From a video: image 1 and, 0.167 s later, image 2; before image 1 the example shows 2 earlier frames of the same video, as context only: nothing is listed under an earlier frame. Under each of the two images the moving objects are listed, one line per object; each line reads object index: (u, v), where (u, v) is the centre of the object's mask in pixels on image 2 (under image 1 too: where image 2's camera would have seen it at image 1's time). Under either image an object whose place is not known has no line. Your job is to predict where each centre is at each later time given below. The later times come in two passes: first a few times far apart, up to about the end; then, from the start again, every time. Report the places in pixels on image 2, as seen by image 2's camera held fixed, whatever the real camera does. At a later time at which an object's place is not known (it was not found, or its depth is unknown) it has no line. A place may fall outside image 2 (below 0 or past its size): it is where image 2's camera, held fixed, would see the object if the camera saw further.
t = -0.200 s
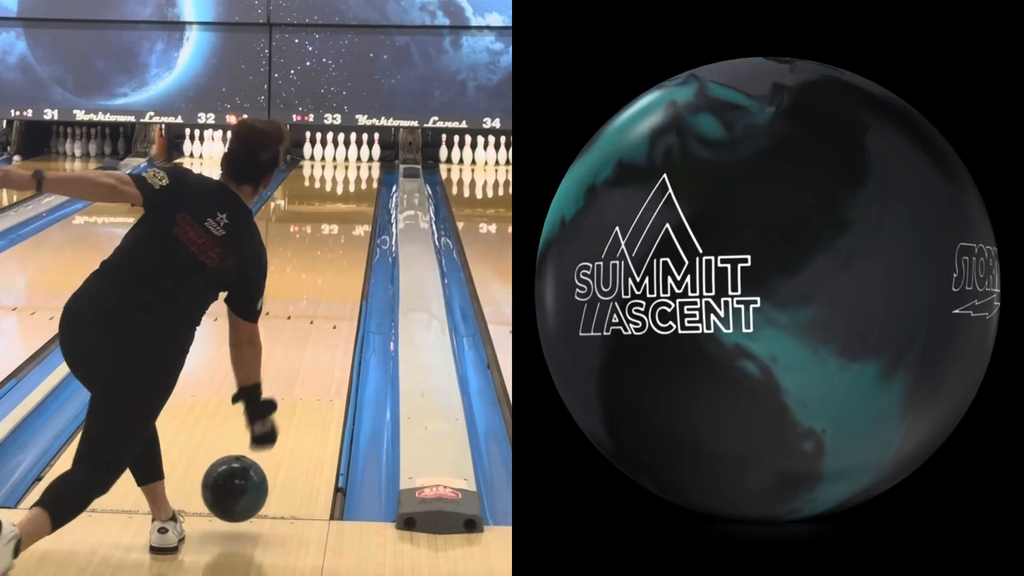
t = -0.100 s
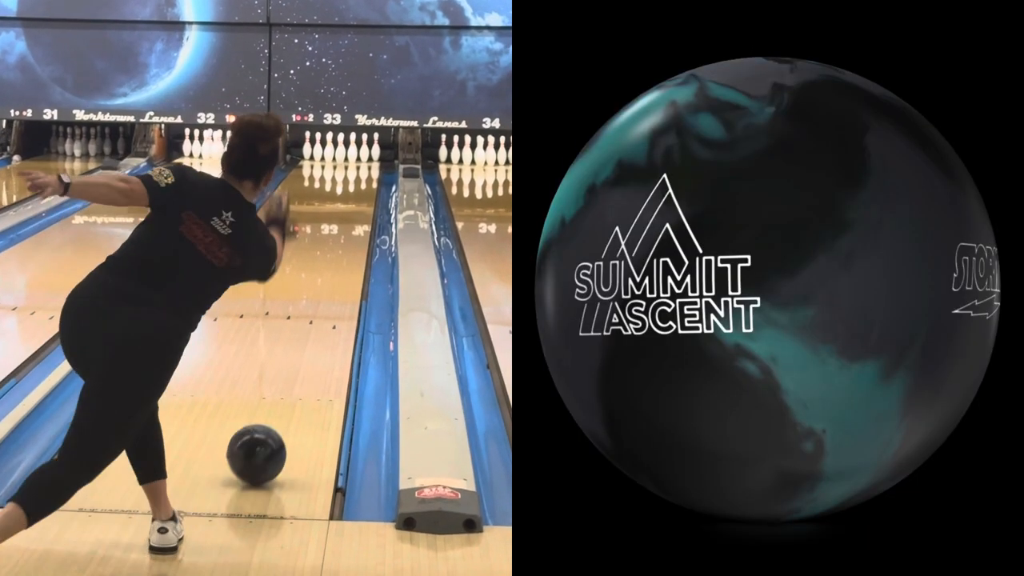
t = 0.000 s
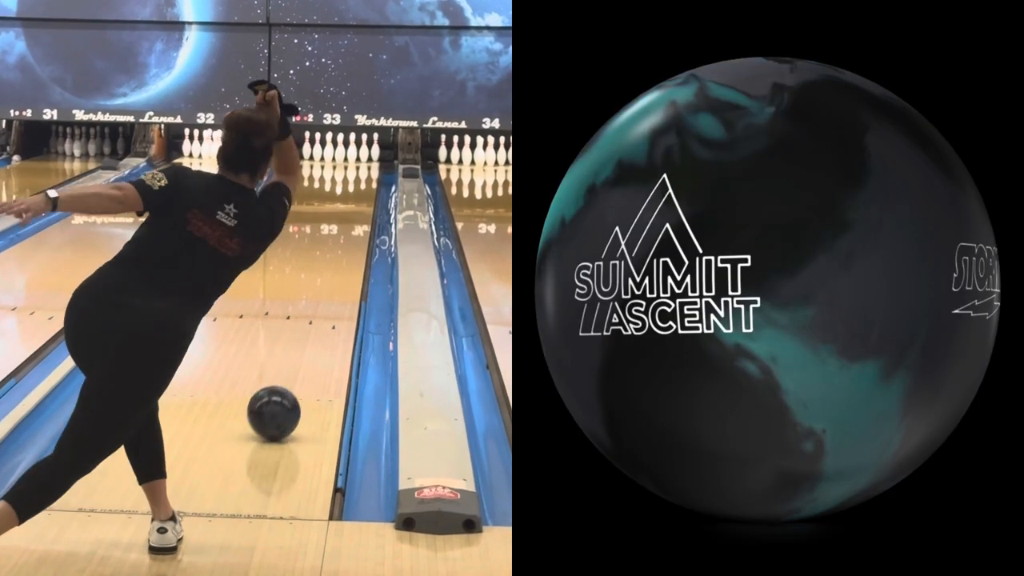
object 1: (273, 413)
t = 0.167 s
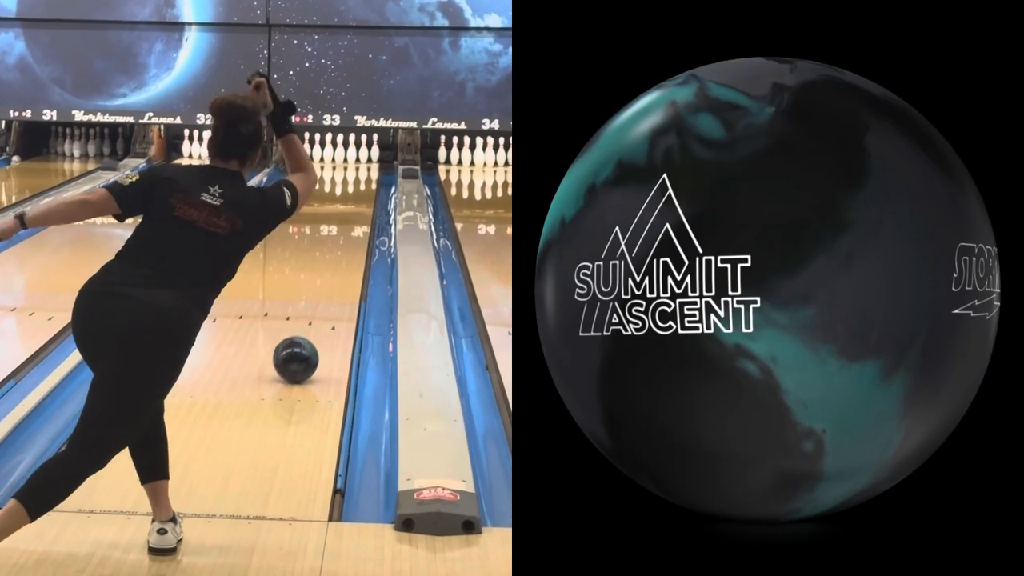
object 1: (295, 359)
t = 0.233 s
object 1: (303, 342)
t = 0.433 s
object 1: (320, 301)
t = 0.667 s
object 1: (334, 266)
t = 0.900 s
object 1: (343, 240)
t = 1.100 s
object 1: (349, 223)
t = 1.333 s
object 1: (353, 206)
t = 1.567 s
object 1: (356, 190)
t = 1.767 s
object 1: (357, 180)
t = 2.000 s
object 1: (355, 170)
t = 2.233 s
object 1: (349, 162)
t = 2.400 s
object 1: (344, 158)
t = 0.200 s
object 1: (299, 350)
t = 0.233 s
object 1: (303, 342)
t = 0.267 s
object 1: (306, 334)
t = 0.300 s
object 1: (309, 327)
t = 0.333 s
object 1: (312, 320)
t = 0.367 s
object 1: (315, 313)
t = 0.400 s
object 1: (317, 307)
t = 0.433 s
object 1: (320, 301)
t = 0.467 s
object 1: (322, 295)
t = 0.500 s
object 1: (324, 290)
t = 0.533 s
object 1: (326, 285)
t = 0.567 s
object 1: (328, 280)
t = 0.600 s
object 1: (330, 275)
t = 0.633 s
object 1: (332, 271)
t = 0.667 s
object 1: (334, 266)
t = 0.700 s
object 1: (335, 262)
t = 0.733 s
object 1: (337, 258)
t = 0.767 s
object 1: (338, 254)
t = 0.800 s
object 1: (340, 250)
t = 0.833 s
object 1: (341, 246)
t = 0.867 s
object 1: (342, 243)
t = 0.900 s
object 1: (343, 240)
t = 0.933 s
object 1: (344, 236)
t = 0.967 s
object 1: (345, 235)
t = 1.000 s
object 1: (346, 231)
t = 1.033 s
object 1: (347, 228)
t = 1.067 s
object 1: (348, 225)
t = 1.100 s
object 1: (349, 223)
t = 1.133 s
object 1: (349, 220)
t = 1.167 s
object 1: (350, 217)
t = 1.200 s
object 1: (351, 215)
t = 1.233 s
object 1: (352, 213)
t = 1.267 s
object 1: (352, 210)
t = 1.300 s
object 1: (353, 208)
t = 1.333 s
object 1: (353, 206)
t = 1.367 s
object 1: (354, 203)
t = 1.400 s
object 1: (355, 201)
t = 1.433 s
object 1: (355, 199)
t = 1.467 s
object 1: (355, 196)
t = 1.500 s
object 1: (356, 194)
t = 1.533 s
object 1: (356, 192)
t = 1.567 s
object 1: (356, 190)
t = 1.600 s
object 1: (356, 188)
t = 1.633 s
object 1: (357, 187)
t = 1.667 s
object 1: (357, 185)
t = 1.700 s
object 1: (357, 183)
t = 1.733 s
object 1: (357, 181)
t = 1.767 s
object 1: (357, 180)
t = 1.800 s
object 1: (357, 178)
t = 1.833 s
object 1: (356, 177)
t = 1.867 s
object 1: (356, 175)
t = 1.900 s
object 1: (356, 174)
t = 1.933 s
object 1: (355, 172)
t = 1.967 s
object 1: (355, 171)
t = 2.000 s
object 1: (355, 170)
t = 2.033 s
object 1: (354, 168)
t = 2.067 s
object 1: (353, 167)
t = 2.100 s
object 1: (352, 166)
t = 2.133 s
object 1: (351, 165)
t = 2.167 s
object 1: (351, 164)
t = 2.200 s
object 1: (350, 163)
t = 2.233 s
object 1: (349, 162)
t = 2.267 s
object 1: (348, 161)
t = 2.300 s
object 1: (347, 160)
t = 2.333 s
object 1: (346, 159)
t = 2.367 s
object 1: (345, 158)
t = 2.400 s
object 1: (344, 158)
